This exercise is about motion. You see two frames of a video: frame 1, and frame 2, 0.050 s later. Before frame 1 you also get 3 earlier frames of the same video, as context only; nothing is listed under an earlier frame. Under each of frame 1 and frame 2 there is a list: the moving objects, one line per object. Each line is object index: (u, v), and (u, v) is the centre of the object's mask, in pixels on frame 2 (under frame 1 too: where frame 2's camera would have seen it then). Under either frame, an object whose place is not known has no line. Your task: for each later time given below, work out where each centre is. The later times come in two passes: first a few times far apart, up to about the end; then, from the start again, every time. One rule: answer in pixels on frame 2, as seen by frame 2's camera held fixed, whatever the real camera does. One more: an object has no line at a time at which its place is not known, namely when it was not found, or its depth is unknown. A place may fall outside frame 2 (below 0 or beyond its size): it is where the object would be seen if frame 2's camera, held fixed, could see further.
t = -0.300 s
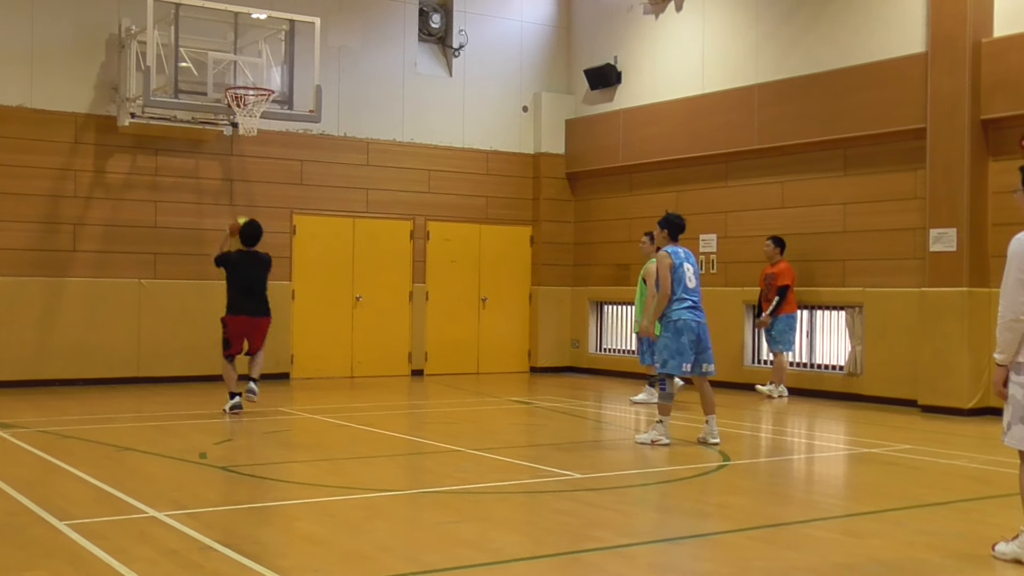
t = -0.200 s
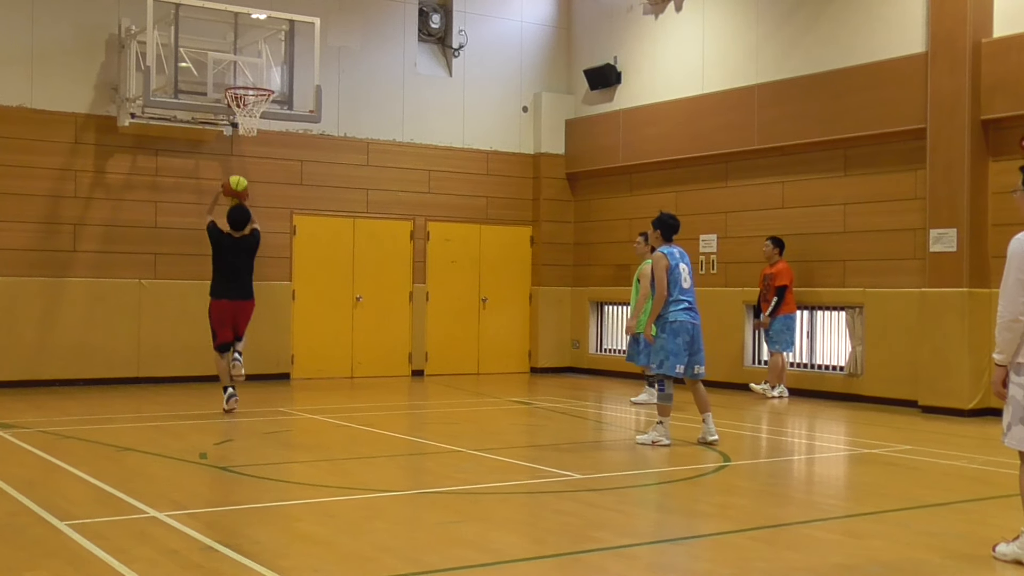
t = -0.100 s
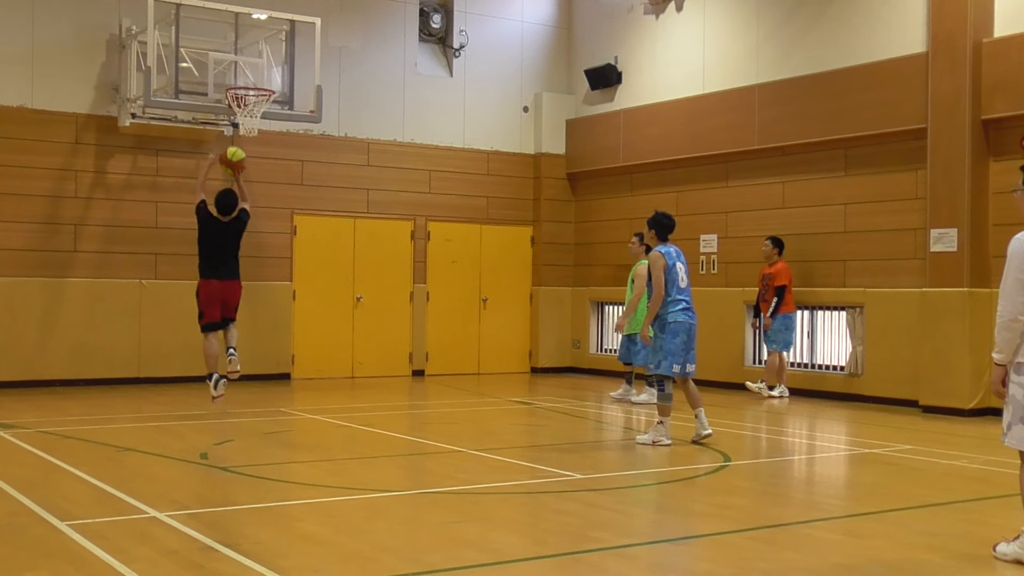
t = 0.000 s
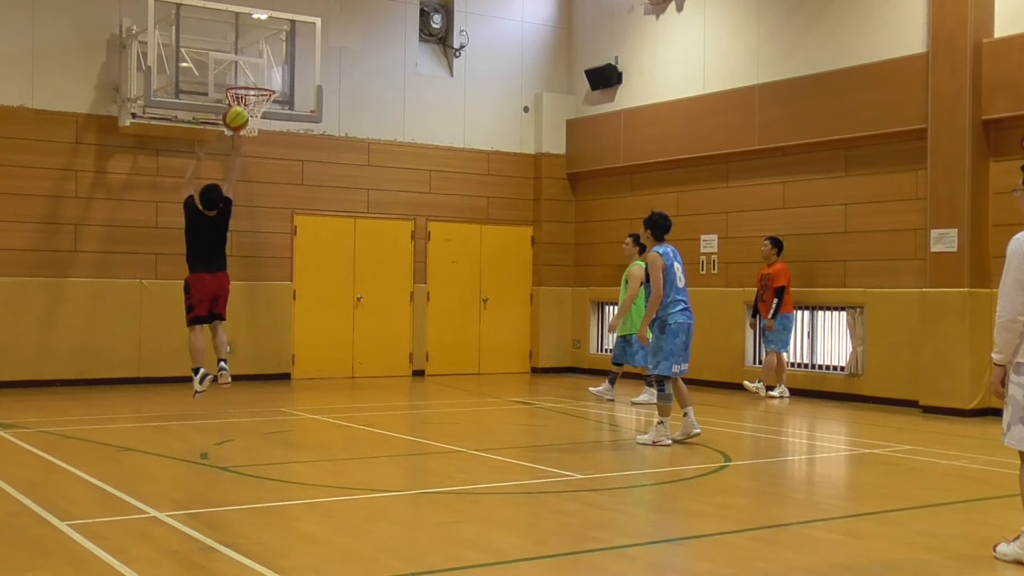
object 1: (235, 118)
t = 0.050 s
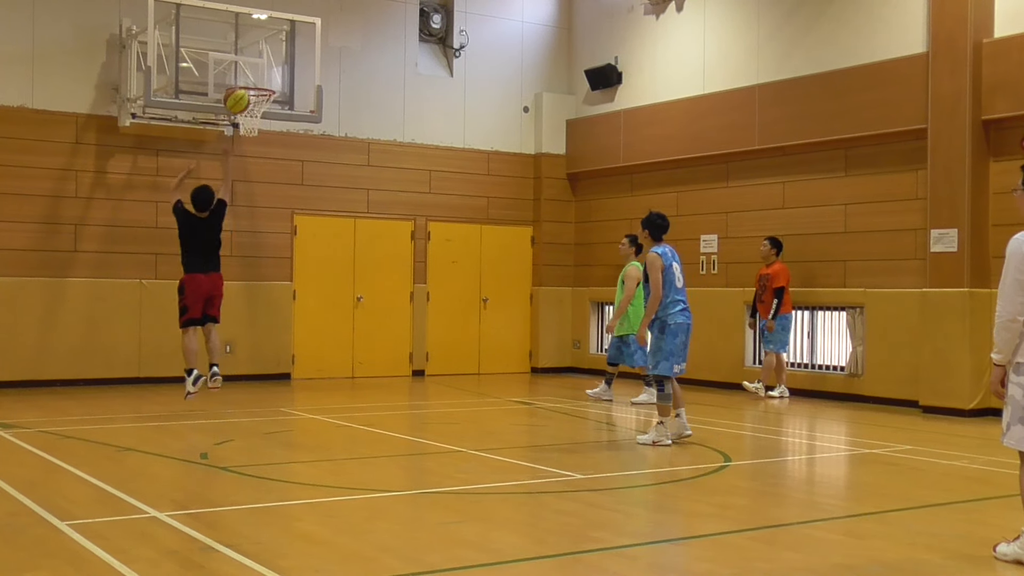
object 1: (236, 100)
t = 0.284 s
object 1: (241, 55)
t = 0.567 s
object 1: (251, 71)
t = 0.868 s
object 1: (249, 104)
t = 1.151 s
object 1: (243, 122)
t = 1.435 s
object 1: (253, 196)
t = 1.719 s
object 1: (259, 344)
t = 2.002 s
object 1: (270, 290)
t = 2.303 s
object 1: (280, 229)
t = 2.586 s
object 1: (289, 249)
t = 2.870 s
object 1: (297, 339)
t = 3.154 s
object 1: (303, 317)
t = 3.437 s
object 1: (308, 284)
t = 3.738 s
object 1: (312, 323)
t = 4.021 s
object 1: (315, 346)
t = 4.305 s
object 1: (318, 315)
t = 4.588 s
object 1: (320, 351)
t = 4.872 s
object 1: (320, 340)
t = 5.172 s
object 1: (319, 348)
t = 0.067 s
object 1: (236, 96)
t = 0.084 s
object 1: (237, 92)
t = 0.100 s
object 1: (237, 86)
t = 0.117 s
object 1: (238, 81)
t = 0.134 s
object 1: (238, 77)
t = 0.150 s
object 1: (239, 74)
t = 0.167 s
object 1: (239, 70)
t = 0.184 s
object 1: (239, 67)
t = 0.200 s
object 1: (240, 64)
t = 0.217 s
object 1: (240, 62)
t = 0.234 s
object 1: (241, 60)
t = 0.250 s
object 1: (241, 58)
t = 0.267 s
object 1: (241, 56)
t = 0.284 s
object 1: (241, 55)
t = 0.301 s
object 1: (242, 54)
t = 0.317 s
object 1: (242, 53)
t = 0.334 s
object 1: (242, 53)
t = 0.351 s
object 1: (243, 52)
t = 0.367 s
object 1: (243, 53)
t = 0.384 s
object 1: (243, 53)
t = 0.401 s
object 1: (244, 54)
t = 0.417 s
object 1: (244, 55)
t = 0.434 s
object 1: (244, 56)
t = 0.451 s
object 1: (244, 57)
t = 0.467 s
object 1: (244, 59)
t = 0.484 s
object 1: (245, 61)
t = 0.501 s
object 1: (245, 63)
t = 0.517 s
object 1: (246, 64)
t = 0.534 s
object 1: (248, 66)
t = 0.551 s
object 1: (249, 68)
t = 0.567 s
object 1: (251, 71)
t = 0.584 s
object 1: (253, 73)
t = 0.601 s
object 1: (255, 76)
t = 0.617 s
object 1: (257, 78)
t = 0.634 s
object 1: (258, 80)
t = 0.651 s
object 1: (260, 82)
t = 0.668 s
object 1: (261, 90)
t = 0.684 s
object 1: (260, 91)
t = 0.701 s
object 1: (260, 93)
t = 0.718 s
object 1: (259, 95)
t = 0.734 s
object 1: (259, 99)
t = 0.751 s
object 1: (258, 101)
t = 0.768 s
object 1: (257, 103)
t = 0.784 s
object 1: (257, 105)
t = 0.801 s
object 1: (256, 106)
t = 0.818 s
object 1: (254, 105)
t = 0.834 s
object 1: (252, 104)
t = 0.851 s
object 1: (251, 104)
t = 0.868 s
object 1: (249, 104)
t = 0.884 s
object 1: (248, 104)
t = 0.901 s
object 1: (248, 104)
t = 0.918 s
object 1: (246, 104)
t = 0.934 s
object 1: (245, 106)
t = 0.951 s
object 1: (245, 106)
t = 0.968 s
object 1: (245, 107)
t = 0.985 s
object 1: (244, 108)
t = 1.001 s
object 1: (244, 109)
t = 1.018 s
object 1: (243, 111)
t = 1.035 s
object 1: (242, 112)
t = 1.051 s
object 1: (242, 114)
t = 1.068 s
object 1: (242, 115)
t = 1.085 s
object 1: (242, 116)
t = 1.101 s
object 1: (242, 117)
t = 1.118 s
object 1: (243, 119)
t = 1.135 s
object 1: (243, 120)
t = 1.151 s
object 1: (243, 122)
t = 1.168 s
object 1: (244, 125)
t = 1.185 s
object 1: (244, 128)
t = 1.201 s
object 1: (245, 130)
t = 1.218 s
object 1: (246, 133)
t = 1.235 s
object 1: (246, 136)
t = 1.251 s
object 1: (246, 140)
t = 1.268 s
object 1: (247, 144)
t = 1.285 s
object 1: (248, 148)
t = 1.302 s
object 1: (248, 152)
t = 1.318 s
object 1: (249, 157)
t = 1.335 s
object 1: (250, 162)
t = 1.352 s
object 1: (250, 167)
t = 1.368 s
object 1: (251, 172)
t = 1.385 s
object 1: (251, 178)
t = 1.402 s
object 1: (252, 184)
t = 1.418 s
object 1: (253, 190)
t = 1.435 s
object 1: (253, 196)
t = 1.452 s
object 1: (254, 202)
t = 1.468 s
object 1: (254, 209)
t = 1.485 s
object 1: (255, 217)
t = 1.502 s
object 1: (255, 224)
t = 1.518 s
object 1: (255, 231)
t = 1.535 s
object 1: (256, 240)
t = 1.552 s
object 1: (257, 249)
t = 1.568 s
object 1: (257, 256)
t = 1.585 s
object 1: (257, 265)
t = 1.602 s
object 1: (258, 275)
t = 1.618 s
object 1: (258, 282)
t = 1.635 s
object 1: (257, 293)
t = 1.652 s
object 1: (257, 304)
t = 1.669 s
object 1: (258, 313)
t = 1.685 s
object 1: (259, 322)
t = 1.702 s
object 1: (259, 334)
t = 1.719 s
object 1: (259, 344)
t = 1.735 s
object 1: (259, 354)
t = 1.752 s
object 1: (260, 367)
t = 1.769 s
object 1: (260, 376)
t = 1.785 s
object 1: (261, 386)
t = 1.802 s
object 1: (262, 377)
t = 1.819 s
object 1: (262, 369)
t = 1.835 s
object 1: (263, 360)
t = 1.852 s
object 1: (264, 351)
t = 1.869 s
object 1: (264, 344)
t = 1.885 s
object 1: (265, 336)
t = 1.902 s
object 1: (267, 327)
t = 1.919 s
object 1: (267, 321)
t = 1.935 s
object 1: (267, 315)
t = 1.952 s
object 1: (267, 307)
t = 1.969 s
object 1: (268, 302)
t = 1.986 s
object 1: (269, 295)
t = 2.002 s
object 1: (270, 290)
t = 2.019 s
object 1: (270, 285)
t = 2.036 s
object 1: (270, 279)
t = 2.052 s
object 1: (270, 274)
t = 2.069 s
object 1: (271, 269)
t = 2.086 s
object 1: (273, 264)
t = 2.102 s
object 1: (273, 260)
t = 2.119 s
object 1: (274, 256)
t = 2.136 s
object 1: (275, 252)
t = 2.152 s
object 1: (275, 249)
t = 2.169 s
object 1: (276, 246)
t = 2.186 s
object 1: (277, 243)
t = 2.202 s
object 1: (277, 240)
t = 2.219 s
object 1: (278, 238)
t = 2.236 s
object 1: (278, 235)
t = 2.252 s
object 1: (279, 233)
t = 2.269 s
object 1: (279, 231)
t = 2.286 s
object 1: (280, 230)
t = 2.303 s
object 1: (280, 229)
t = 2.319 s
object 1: (281, 228)
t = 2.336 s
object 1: (282, 227)
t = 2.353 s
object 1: (283, 228)
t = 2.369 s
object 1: (283, 228)
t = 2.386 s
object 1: (284, 228)
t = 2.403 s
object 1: (284, 229)
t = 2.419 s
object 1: (285, 229)
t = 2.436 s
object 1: (285, 230)
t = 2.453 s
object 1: (286, 231)
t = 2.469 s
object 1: (286, 232)
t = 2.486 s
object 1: (287, 234)
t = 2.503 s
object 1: (287, 235)
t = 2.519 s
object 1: (288, 238)
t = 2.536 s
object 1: (288, 240)
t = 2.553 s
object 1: (289, 243)
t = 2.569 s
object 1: (289, 246)
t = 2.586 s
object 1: (289, 249)
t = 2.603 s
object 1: (290, 252)
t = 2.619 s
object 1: (291, 256)
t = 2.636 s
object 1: (291, 260)
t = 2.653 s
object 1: (292, 264)
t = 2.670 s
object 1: (292, 268)
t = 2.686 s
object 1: (292, 273)
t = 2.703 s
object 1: (293, 278)
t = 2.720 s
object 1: (293, 283)
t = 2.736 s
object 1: (293, 288)
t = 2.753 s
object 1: (294, 294)
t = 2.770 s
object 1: (294, 299)
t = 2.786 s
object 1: (295, 305)
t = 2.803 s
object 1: (295, 312)
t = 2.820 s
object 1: (296, 318)
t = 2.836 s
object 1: (296, 325)
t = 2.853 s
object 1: (297, 332)
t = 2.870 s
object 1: (297, 339)
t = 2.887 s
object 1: (297, 346)
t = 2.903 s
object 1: (297, 354)
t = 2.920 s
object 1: (298, 362)
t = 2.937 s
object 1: (298, 369)
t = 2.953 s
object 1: (298, 377)
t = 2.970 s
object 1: (298, 377)
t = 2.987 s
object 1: (299, 371)
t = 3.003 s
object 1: (300, 365)
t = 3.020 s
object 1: (300, 359)
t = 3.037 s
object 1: (300, 353)
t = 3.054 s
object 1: (301, 347)
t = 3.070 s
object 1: (301, 342)
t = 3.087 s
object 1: (302, 336)
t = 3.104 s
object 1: (303, 330)
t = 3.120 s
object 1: (303, 325)
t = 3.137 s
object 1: (303, 322)
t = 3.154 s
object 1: (303, 317)
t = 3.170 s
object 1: (303, 314)
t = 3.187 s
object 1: (303, 310)
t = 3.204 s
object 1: (304, 307)
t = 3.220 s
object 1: (304, 304)
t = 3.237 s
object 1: (304, 301)
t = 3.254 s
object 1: (304, 297)
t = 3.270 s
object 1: (305, 295)
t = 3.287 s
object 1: (305, 293)
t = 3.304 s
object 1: (305, 291)
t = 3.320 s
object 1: (305, 289)
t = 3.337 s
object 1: (306, 288)
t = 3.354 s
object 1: (306, 286)
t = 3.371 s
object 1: (307, 286)
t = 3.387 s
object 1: (307, 285)
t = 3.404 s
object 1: (307, 284)
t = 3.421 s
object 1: (308, 284)
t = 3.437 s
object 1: (308, 284)
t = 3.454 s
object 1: (308, 284)
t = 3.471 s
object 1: (308, 284)
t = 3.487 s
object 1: (309, 284)
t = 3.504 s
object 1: (309, 285)
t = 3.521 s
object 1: (309, 287)
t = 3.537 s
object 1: (309, 288)
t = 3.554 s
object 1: (310, 290)
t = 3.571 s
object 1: (310, 292)
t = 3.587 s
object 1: (310, 293)
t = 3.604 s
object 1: (310, 296)
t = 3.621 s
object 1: (311, 298)
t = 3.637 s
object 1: (311, 301)
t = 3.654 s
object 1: (311, 304)
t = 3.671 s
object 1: (311, 307)
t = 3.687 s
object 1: (311, 311)
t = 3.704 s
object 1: (312, 315)
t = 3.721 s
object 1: (312, 319)
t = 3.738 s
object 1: (312, 323)
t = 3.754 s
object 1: (312, 327)
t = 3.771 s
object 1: (313, 332)
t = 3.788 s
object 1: (313, 337)
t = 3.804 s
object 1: (313, 342)
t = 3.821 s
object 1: (313, 347)
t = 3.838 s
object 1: (313, 353)
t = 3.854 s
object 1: (313, 358)
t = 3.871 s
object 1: (313, 364)
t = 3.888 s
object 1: (314, 370)
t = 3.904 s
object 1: (314, 377)
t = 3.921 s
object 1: (314, 374)
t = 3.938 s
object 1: (314, 369)
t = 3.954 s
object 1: (314, 364)
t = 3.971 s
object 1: (314, 359)
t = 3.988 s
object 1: (315, 355)
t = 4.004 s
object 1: (315, 350)
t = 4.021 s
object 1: (315, 346)
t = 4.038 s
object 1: (316, 342)
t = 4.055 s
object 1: (316, 339)
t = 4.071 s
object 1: (316, 336)
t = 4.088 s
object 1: (316, 333)
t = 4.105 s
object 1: (316, 330)
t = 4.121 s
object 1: (317, 328)
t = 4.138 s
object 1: (317, 325)
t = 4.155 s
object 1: (317, 323)
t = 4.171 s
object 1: (317, 321)
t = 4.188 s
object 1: (317, 320)
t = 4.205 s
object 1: (317, 318)
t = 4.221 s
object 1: (317, 317)
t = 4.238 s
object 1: (317, 317)
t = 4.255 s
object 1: (318, 316)
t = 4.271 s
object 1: (318, 316)
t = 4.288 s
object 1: (318, 315)
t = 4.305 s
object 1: (318, 315)
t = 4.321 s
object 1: (318, 316)
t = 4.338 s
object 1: (318, 316)
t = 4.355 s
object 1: (318, 317)
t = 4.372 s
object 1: (319, 318)
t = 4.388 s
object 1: (319, 319)
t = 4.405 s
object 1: (319, 320)
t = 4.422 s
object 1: (319, 322)
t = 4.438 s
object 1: (319, 324)
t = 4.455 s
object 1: (319, 326)
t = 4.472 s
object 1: (319, 328)
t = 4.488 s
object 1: (320, 331)
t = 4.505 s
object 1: (320, 333)
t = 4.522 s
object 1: (320, 337)
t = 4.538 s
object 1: (320, 340)
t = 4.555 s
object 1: (320, 343)
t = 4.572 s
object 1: (320, 347)
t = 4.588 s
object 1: (320, 351)
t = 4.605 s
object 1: (320, 355)
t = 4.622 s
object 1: (320, 359)
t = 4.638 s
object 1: (320, 364)
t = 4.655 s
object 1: (320, 368)
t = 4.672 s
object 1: (320, 374)
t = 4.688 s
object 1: (320, 372)
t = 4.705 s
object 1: (320, 368)
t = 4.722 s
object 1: (320, 364)
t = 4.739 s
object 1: (320, 360)
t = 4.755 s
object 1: (320, 357)
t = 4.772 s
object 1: (320, 354)
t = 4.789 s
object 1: (320, 351)
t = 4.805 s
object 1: (320, 349)
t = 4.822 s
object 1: (320, 346)
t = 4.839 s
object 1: (320, 344)
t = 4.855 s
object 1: (320, 342)
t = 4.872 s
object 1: (320, 340)
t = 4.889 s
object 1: (320, 339)
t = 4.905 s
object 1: (320, 337)
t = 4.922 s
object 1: (320, 336)
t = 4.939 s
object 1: (320, 336)
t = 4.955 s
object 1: (320, 335)
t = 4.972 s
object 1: (320, 335)
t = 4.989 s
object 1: (320, 335)
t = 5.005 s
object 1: (320, 335)
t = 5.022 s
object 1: (320, 335)
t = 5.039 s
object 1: (320, 335)
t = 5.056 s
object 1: (320, 336)
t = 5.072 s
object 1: (320, 337)
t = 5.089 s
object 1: (319, 338)
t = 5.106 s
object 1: (319, 340)
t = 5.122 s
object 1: (319, 341)
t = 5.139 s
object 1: (319, 343)
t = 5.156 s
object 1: (319, 345)
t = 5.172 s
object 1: (319, 348)
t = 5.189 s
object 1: (319, 350)
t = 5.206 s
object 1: (319, 353)
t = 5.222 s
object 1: (319, 356)
